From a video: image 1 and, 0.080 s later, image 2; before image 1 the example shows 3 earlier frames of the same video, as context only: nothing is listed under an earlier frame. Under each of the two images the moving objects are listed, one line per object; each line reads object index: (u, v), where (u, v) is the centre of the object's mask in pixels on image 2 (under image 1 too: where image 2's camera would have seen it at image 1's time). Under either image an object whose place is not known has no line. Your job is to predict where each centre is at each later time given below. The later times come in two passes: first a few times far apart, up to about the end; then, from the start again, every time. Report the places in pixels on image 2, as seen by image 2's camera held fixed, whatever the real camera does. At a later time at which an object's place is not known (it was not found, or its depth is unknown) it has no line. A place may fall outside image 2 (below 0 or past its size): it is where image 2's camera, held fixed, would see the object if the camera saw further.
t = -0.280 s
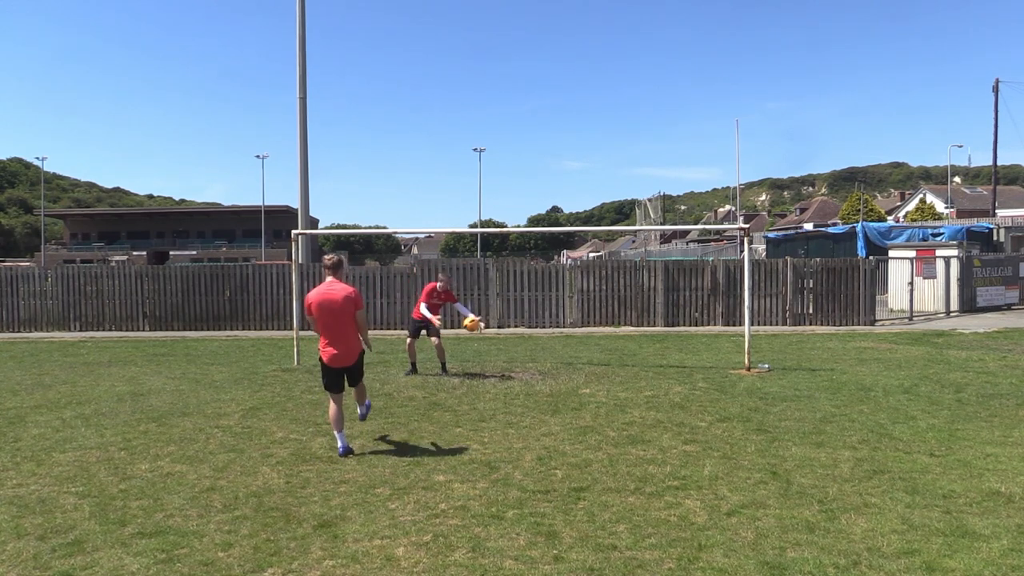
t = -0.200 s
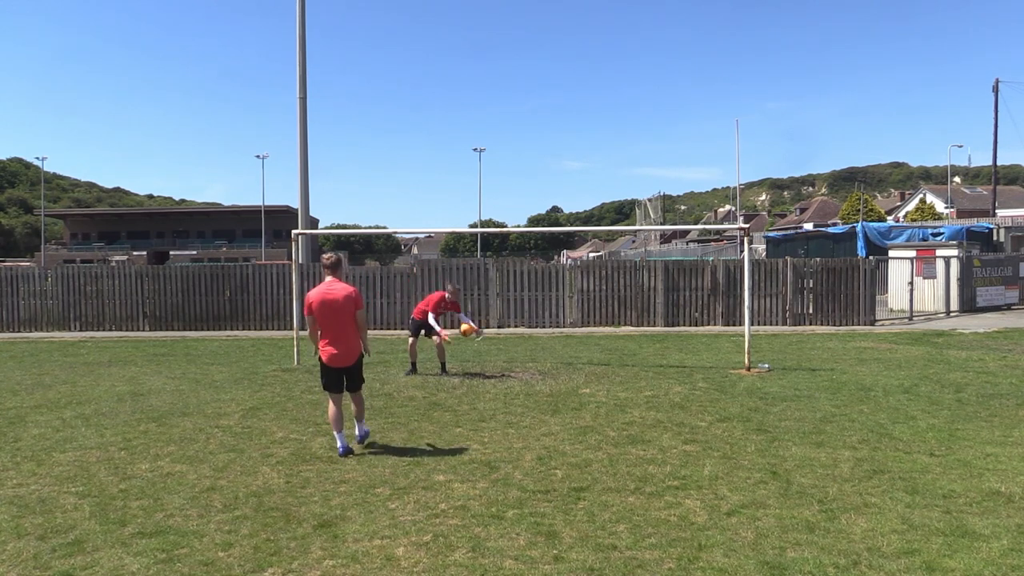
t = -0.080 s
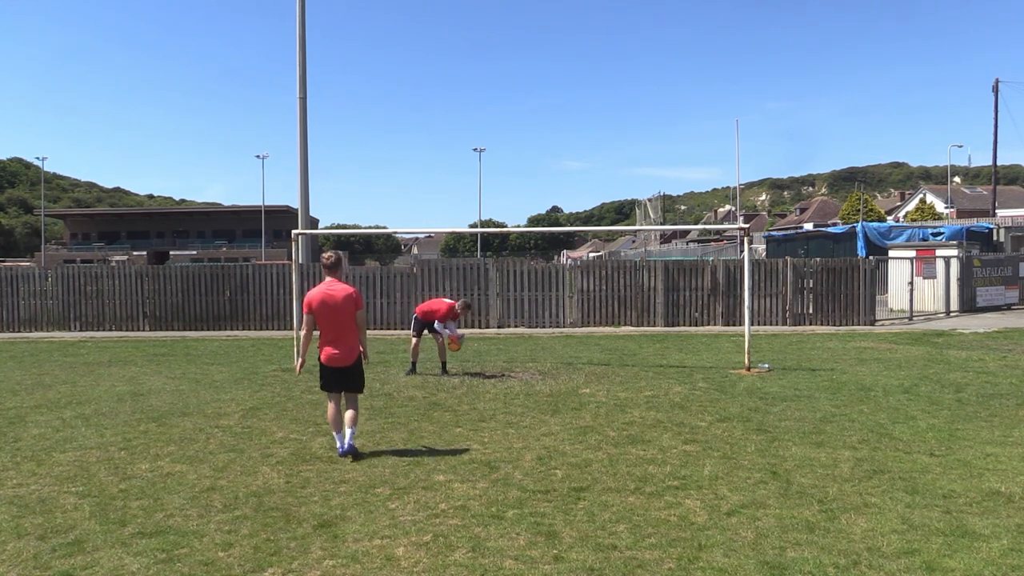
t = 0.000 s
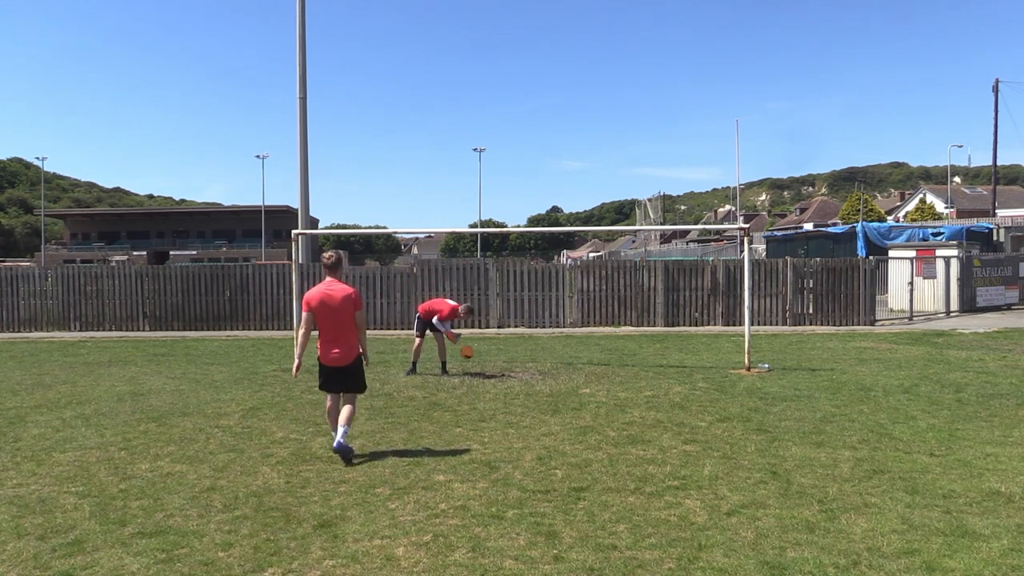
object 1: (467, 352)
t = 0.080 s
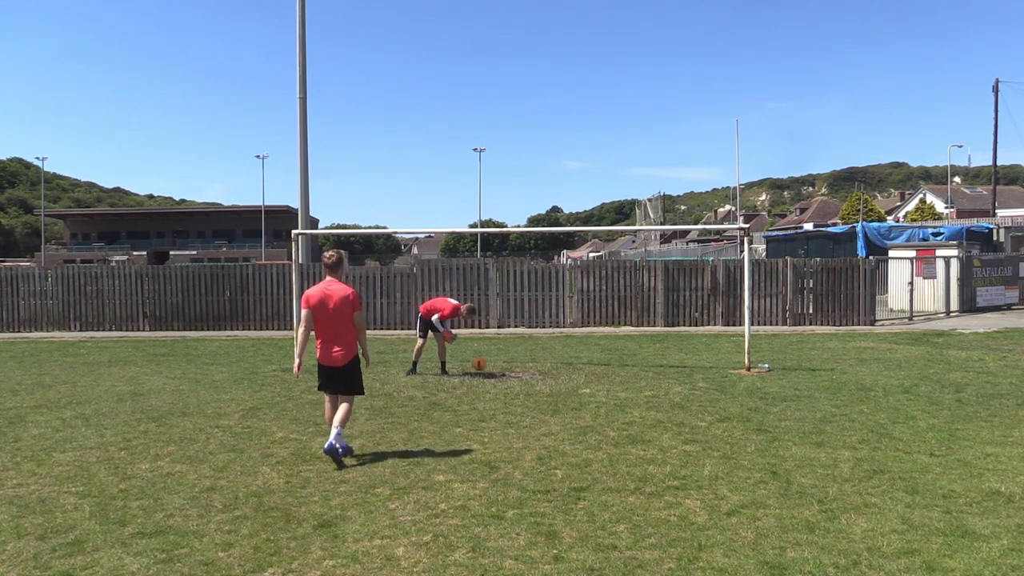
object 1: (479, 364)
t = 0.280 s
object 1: (508, 355)
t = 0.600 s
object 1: (550, 356)
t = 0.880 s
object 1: (581, 358)
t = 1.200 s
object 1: (611, 357)
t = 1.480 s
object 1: (633, 356)
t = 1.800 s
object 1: (656, 356)
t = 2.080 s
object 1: (674, 354)
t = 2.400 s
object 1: (690, 354)
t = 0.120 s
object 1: (486, 366)
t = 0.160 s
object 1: (491, 362)
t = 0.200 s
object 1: (496, 359)
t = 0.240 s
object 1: (502, 356)
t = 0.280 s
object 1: (508, 355)
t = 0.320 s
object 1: (514, 354)
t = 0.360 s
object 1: (519, 355)
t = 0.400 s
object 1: (525, 356)
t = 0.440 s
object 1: (531, 360)
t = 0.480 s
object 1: (536, 362)
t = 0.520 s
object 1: (541, 360)
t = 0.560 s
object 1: (545, 358)
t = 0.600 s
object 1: (550, 356)
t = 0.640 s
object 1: (554, 356)
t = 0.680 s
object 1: (559, 357)
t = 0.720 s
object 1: (563, 359)
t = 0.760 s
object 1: (568, 358)
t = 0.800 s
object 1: (572, 357)
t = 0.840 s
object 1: (576, 357)
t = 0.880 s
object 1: (581, 358)
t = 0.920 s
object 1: (585, 358)
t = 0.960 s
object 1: (588, 358)
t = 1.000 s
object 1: (593, 357)
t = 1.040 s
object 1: (596, 357)
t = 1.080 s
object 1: (600, 357)
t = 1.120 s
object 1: (604, 357)
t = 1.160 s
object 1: (607, 357)
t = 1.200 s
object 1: (611, 357)
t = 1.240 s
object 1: (614, 356)
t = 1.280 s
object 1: (617, 356)
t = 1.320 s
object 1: (621, 356)
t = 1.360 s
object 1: (623, 357)
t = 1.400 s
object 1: (627, 356)
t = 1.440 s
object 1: (631, 356)
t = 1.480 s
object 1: (633, 356)
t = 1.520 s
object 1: (636, 356)
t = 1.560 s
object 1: (639, 356)
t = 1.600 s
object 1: (642, 356)
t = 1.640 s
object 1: (646, 356)
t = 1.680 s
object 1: (648, 356)
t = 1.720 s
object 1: (651, 356)
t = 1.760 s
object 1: (653, 356)
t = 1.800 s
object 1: (656, 356)
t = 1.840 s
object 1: (659, 356)
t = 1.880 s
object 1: (662, 356)
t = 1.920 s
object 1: (665, 356)
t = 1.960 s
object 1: (667, 355)
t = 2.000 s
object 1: (669, 355)
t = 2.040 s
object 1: (672, 355)
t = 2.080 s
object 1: (674, 354)
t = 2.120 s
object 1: (676, 354)
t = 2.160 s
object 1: (678, 354)
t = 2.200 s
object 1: (680, 355)
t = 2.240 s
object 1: (682, 354)
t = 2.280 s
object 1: (684, 354)
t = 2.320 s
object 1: (686, 354)
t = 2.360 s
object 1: (688, 354)
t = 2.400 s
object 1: (690, 354)
